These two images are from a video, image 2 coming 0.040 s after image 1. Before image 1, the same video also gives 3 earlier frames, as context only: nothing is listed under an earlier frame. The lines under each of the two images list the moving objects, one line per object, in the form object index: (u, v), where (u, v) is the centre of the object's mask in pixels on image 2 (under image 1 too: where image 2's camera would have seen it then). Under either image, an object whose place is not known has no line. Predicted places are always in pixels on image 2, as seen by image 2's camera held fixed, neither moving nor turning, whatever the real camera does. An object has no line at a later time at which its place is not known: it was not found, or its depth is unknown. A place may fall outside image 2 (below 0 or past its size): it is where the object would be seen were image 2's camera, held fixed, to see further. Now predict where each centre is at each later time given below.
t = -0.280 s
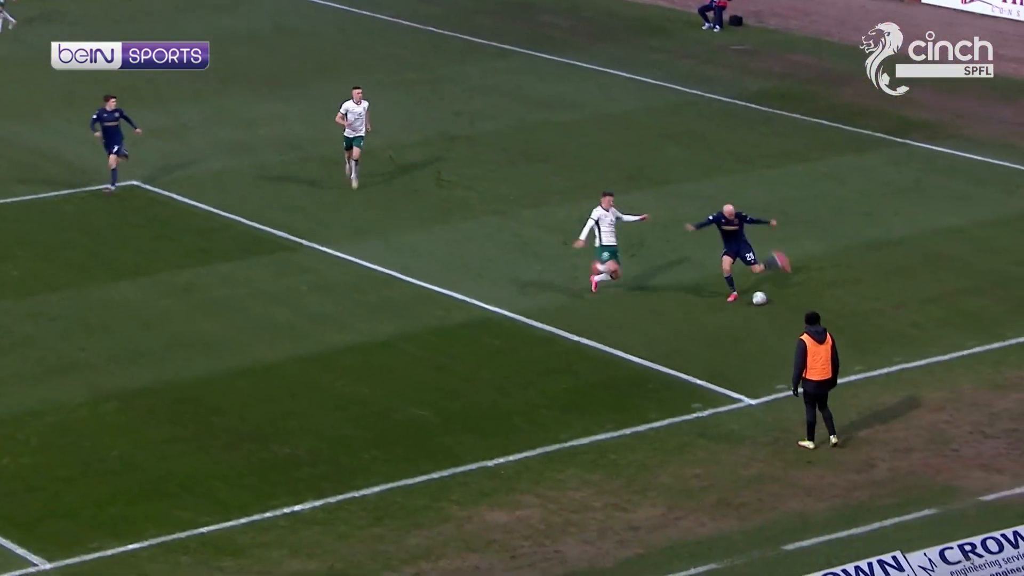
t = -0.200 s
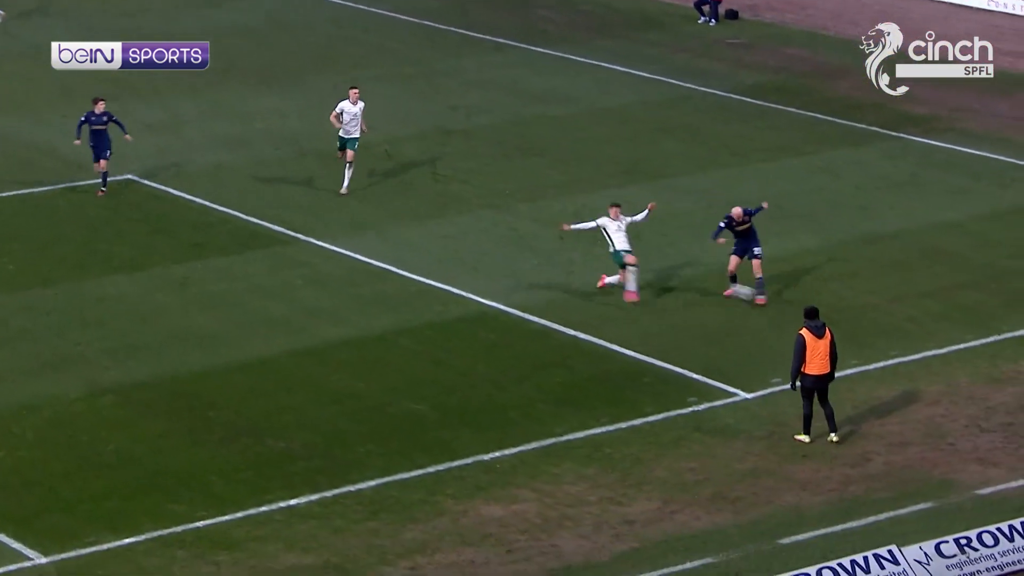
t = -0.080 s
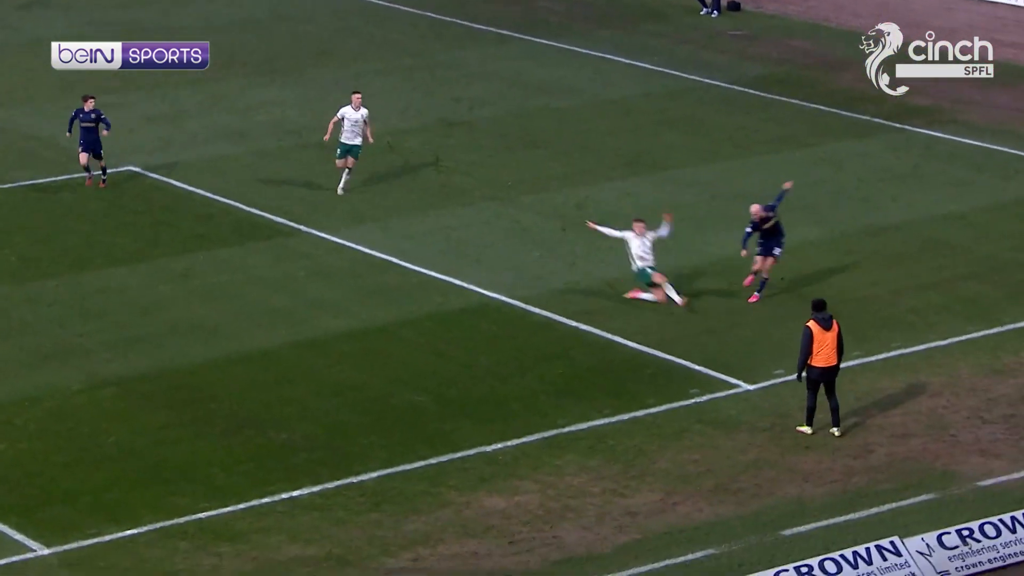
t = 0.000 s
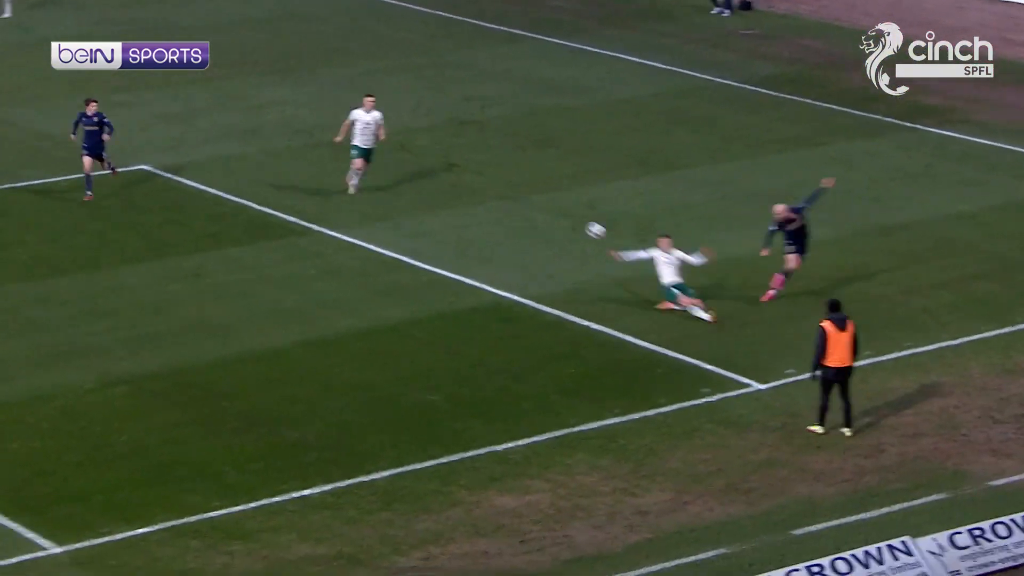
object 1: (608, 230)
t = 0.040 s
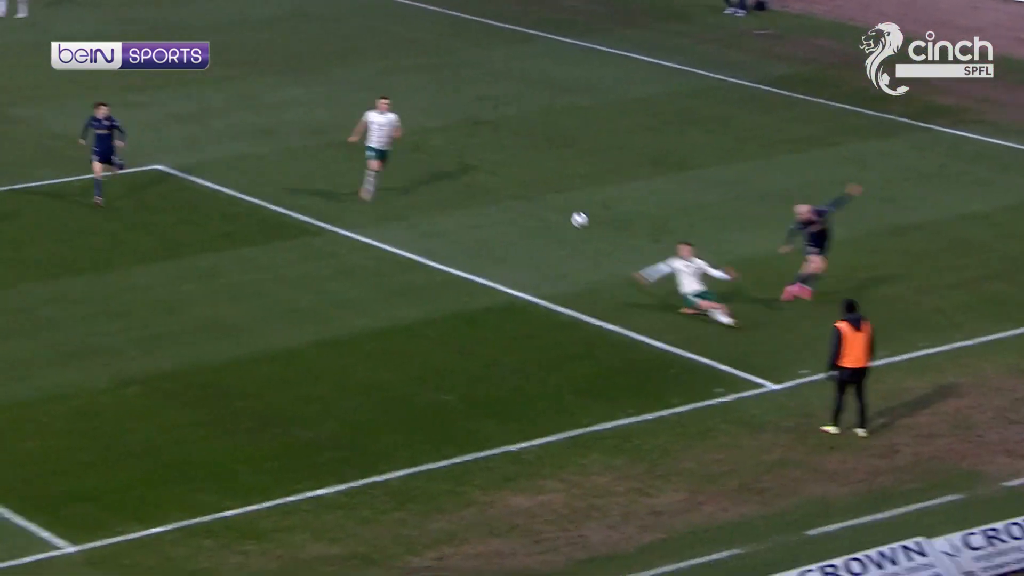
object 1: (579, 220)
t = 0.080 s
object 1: (549, 209)
